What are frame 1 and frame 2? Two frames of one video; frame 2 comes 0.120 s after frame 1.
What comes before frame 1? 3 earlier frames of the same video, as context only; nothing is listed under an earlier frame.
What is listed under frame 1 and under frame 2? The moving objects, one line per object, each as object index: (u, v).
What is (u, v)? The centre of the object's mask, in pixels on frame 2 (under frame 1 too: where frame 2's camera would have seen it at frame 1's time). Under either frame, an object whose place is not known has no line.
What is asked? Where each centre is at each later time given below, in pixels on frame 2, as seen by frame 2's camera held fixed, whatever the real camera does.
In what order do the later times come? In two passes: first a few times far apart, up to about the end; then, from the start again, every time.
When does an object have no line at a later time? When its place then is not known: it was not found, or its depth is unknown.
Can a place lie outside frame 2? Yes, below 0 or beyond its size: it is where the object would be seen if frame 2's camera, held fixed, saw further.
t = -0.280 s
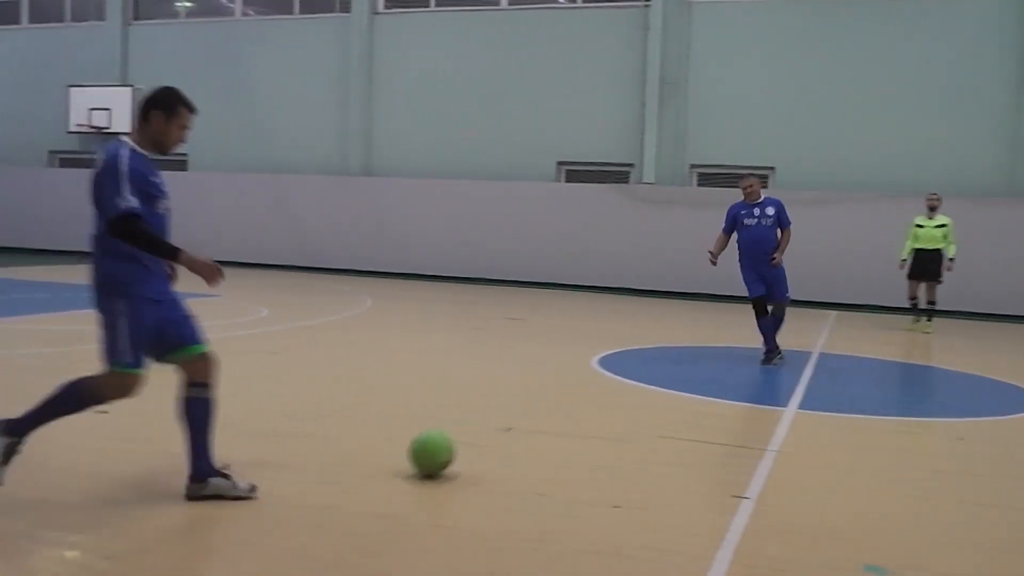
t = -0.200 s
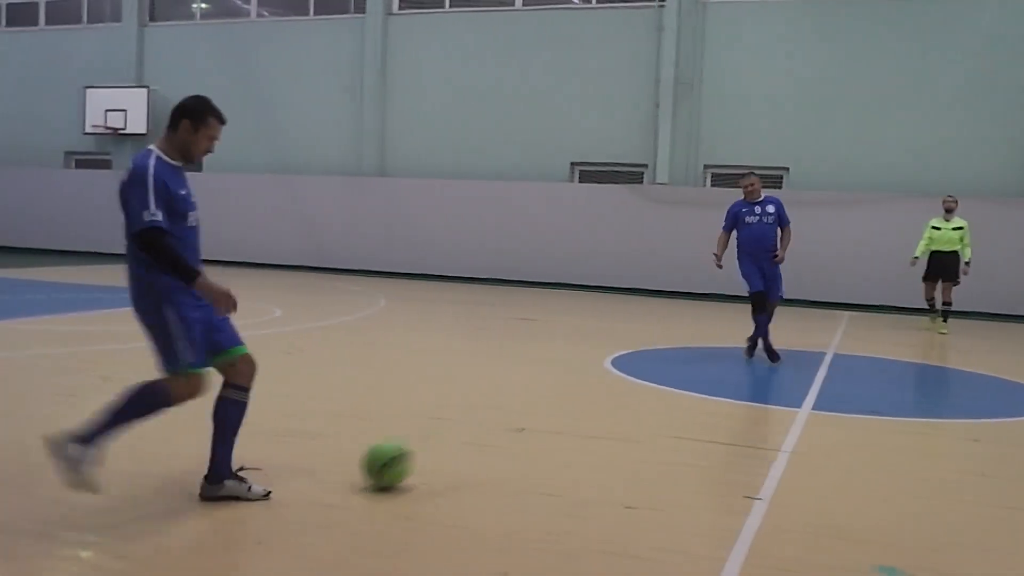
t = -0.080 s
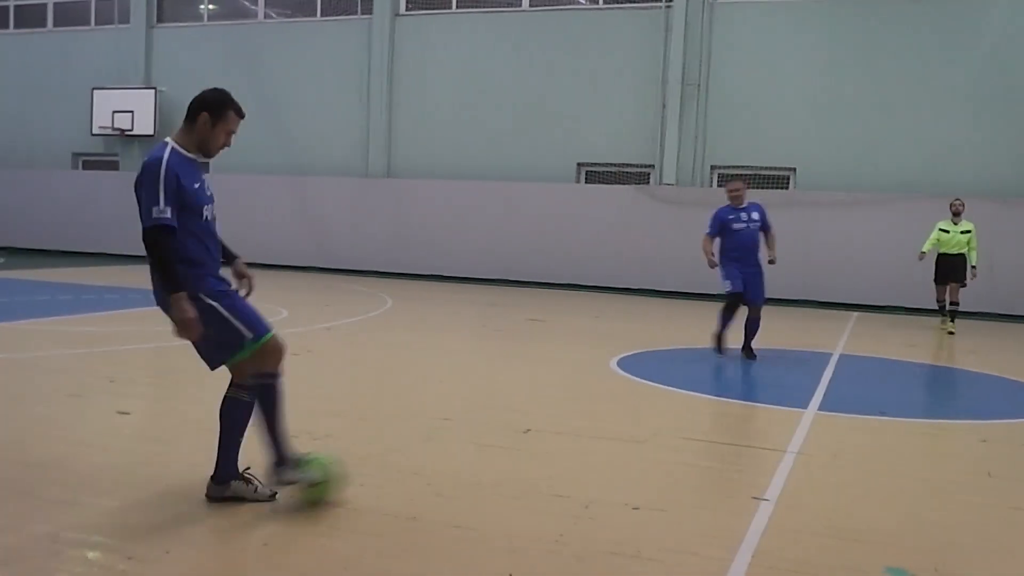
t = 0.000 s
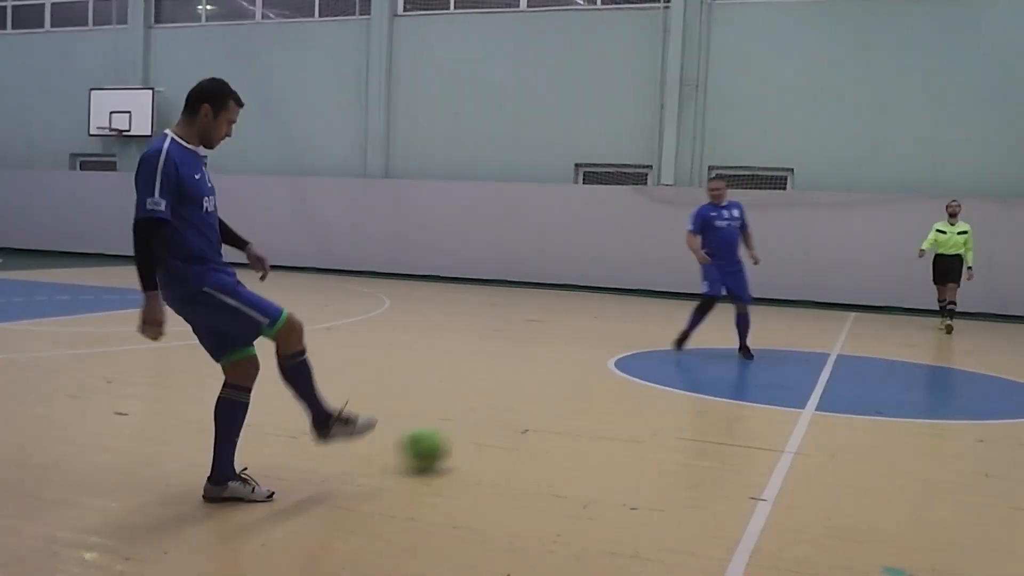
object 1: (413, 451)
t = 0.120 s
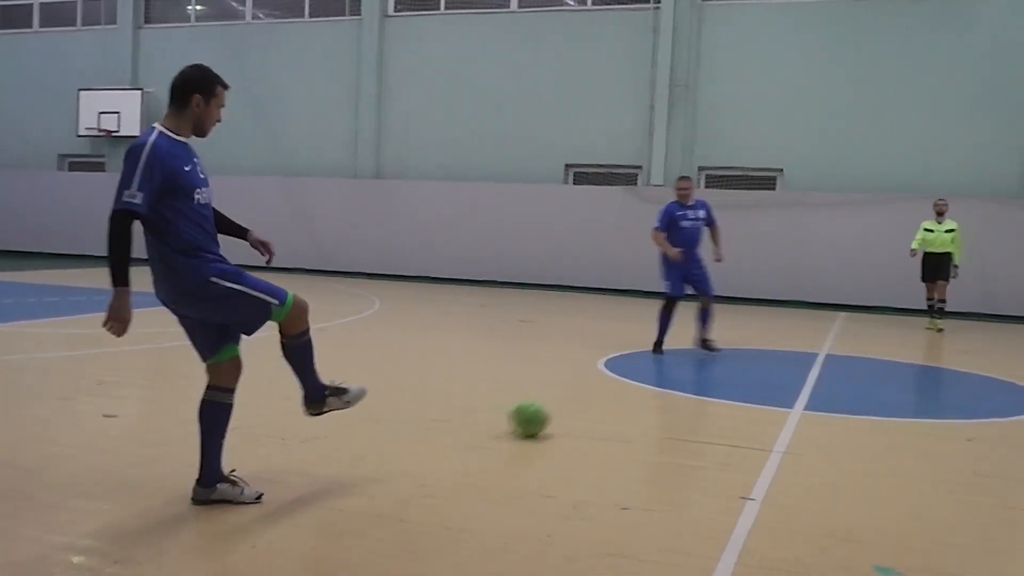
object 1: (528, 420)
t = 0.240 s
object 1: (602, 391)
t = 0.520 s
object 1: (704, 364)
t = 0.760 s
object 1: (757, 353)
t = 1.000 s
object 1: (795, 341)
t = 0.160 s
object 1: (559, 411)
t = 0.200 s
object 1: (582, 402)
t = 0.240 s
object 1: (602, 391)
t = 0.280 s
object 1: (621, 383)
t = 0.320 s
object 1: (638, 379)
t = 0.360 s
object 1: (654, 379)
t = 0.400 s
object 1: (668, 379)
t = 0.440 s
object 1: (681, 371)
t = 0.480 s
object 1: (693, 367)
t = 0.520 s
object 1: (704, 364)
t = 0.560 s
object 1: (714, 363)
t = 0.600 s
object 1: (724, 362)
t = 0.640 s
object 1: (732, 358)
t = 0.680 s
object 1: (741, 354)
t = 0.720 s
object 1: (749, 353)
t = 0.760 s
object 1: (757, 353)
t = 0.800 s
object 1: (764, 349)
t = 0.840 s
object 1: (771, 346)
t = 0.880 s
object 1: (778, 345)
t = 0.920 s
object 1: (784, 345)
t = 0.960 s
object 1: (789, 342)
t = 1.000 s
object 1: (795, 341)
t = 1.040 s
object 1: (801, 339)
